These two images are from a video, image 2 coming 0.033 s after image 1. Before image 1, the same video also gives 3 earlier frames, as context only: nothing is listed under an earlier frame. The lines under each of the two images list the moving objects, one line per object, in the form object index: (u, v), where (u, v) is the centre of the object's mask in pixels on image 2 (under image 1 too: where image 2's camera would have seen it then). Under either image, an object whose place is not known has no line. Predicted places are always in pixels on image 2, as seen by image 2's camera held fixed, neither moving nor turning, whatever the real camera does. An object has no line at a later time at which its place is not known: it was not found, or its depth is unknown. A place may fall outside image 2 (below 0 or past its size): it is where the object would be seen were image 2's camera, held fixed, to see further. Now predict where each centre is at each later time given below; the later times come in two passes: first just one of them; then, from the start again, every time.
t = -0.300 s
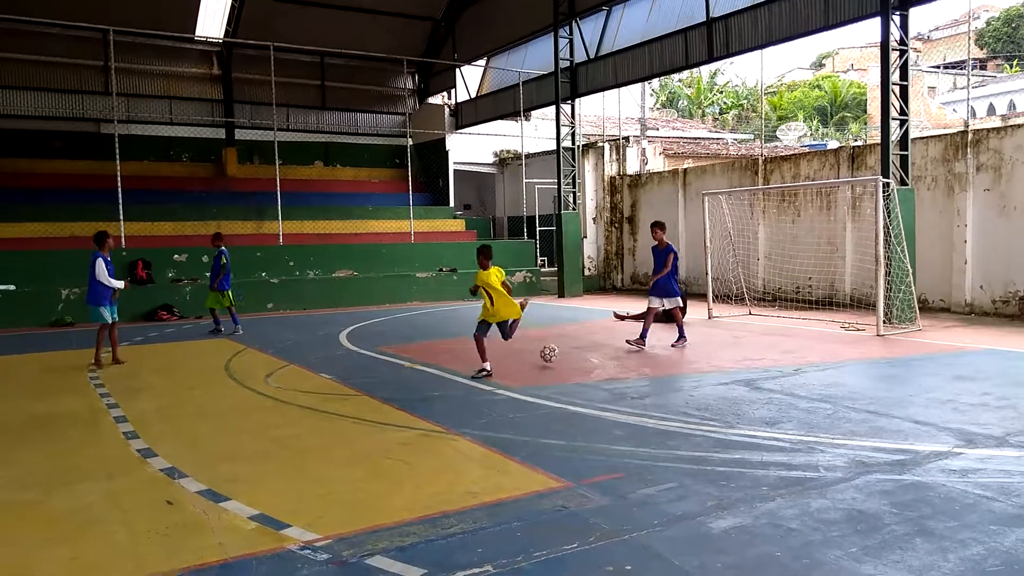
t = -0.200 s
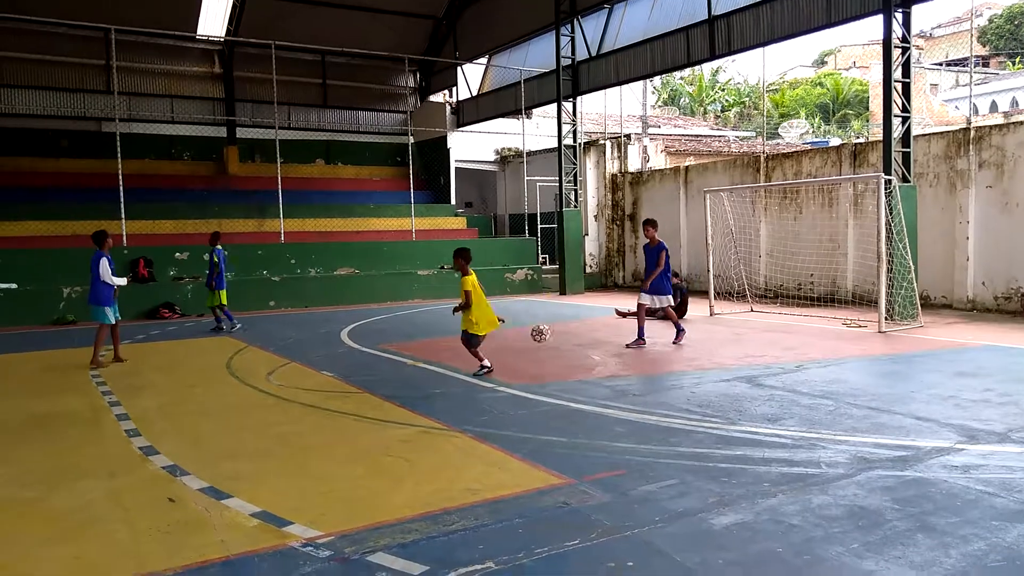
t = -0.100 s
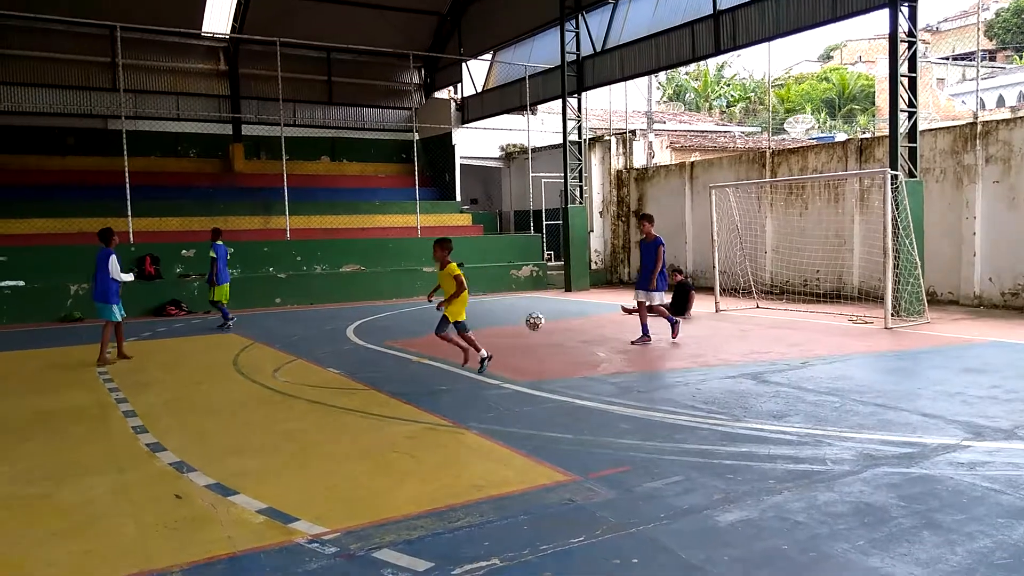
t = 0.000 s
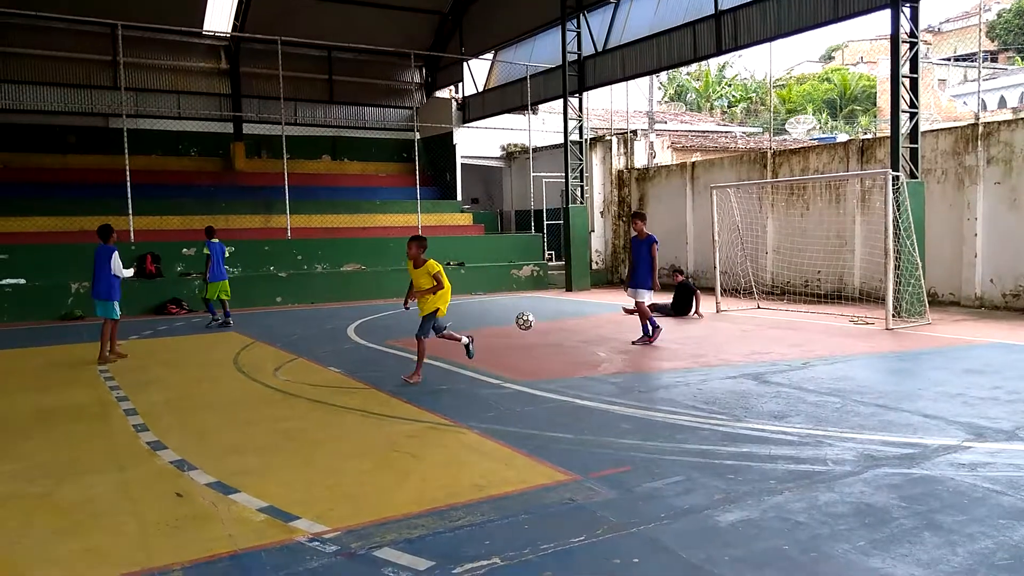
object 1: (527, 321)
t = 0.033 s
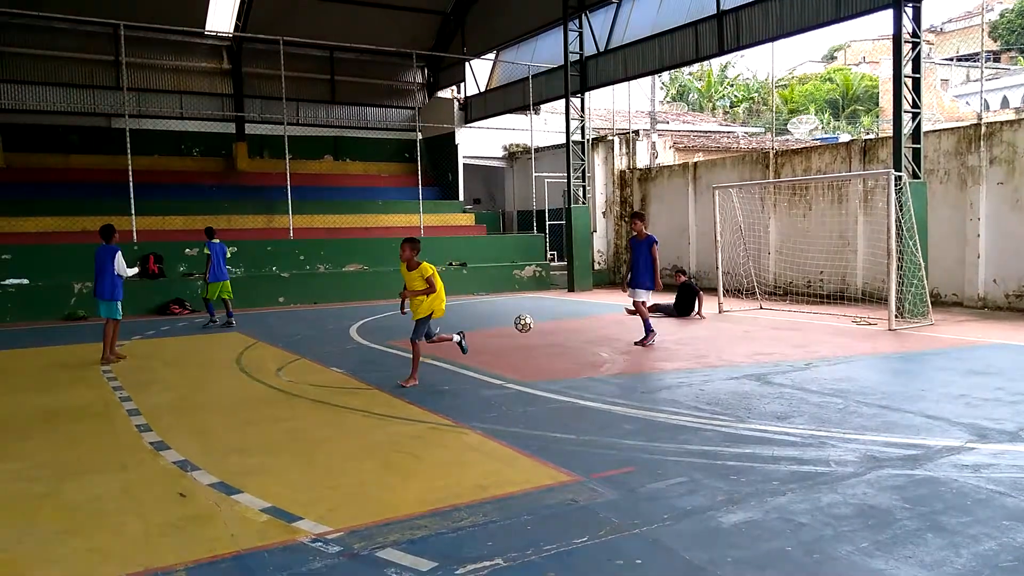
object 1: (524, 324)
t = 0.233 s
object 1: (504, 356)
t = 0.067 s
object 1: (520, 326)
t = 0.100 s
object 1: (517, 330)
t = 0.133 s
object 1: (514, 335)
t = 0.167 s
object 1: (511, 341)
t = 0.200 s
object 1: (508, 348)
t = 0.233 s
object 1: (504, 356)
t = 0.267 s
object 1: (502, 352)
